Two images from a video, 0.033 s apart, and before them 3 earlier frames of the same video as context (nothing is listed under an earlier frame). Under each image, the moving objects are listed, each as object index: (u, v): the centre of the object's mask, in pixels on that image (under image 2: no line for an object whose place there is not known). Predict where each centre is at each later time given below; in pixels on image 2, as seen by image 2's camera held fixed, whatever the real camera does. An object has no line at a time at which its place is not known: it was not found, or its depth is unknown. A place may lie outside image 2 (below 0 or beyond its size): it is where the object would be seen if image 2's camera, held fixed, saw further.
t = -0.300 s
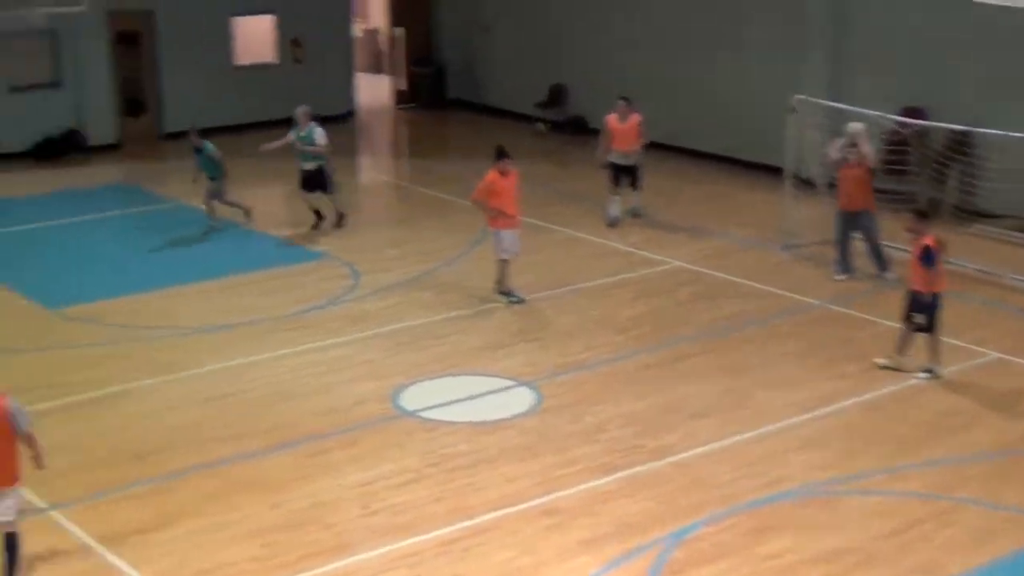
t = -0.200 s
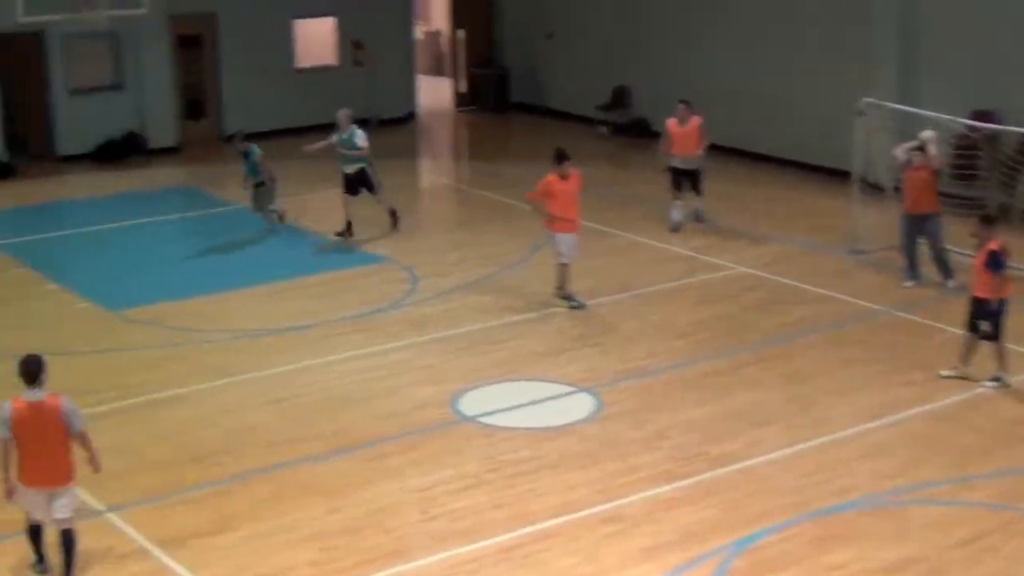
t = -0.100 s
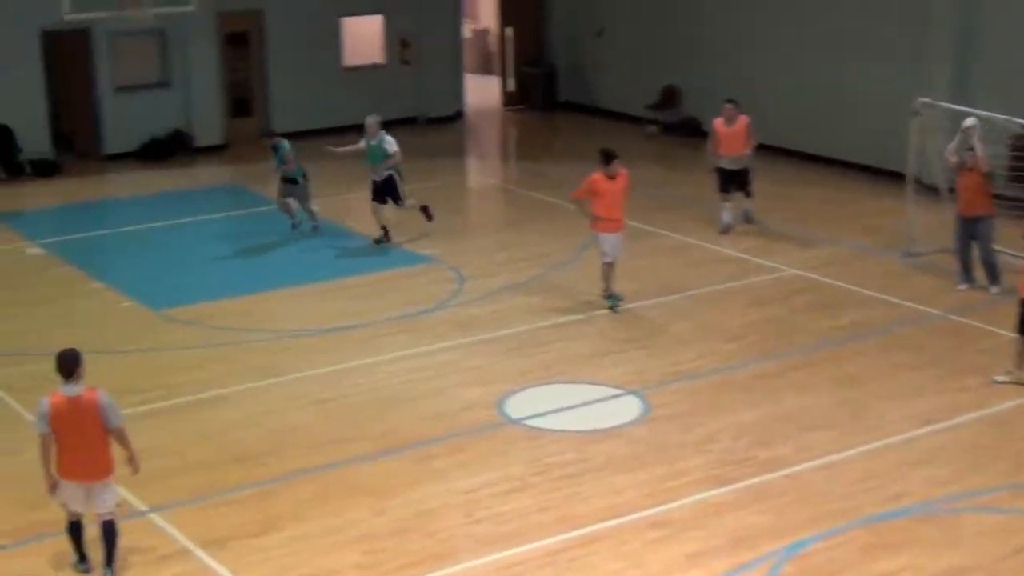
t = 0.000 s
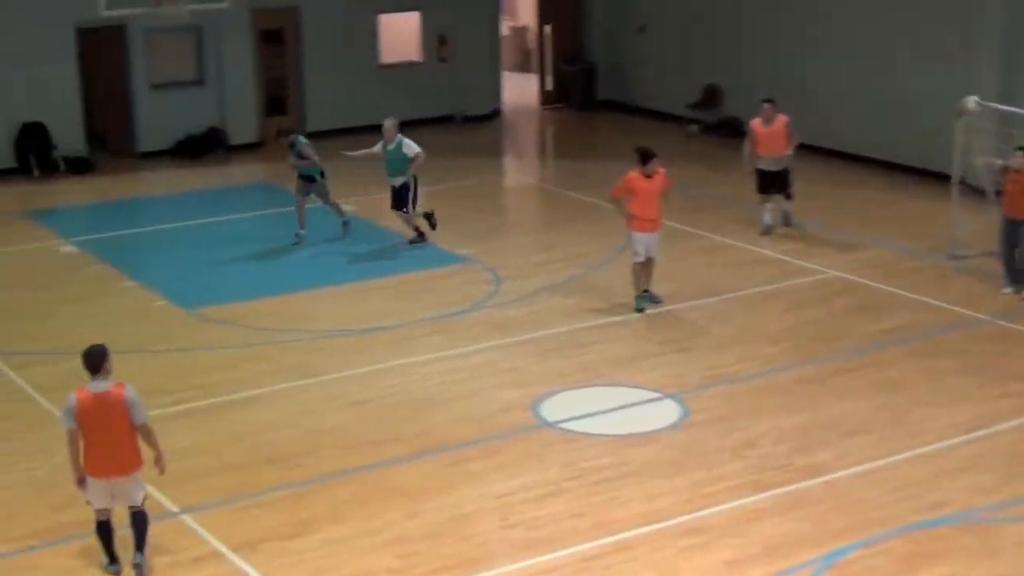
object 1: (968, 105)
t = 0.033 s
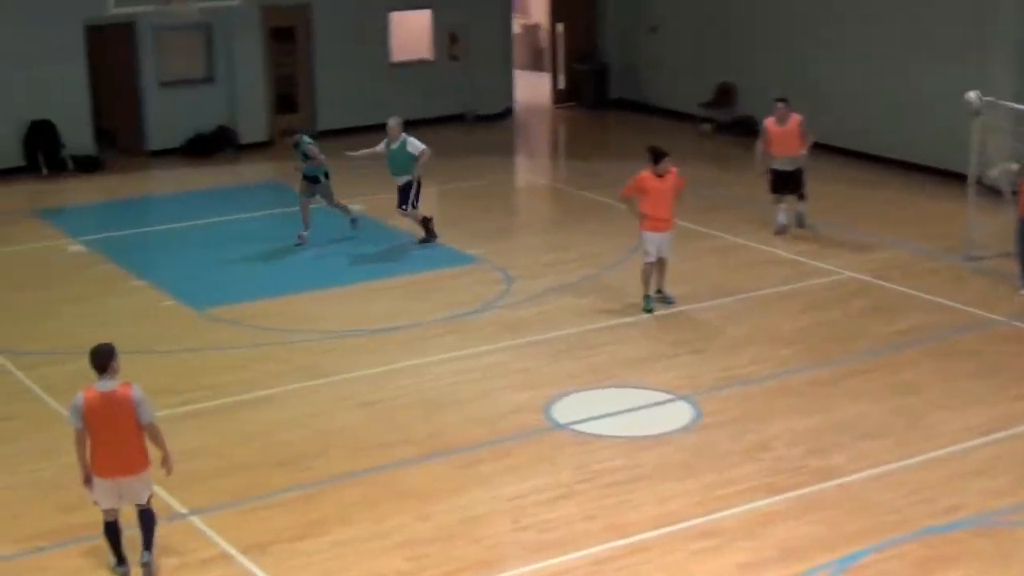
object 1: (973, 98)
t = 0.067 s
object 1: (956, 96)
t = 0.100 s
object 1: (941, 92)
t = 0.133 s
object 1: (926, 88)
